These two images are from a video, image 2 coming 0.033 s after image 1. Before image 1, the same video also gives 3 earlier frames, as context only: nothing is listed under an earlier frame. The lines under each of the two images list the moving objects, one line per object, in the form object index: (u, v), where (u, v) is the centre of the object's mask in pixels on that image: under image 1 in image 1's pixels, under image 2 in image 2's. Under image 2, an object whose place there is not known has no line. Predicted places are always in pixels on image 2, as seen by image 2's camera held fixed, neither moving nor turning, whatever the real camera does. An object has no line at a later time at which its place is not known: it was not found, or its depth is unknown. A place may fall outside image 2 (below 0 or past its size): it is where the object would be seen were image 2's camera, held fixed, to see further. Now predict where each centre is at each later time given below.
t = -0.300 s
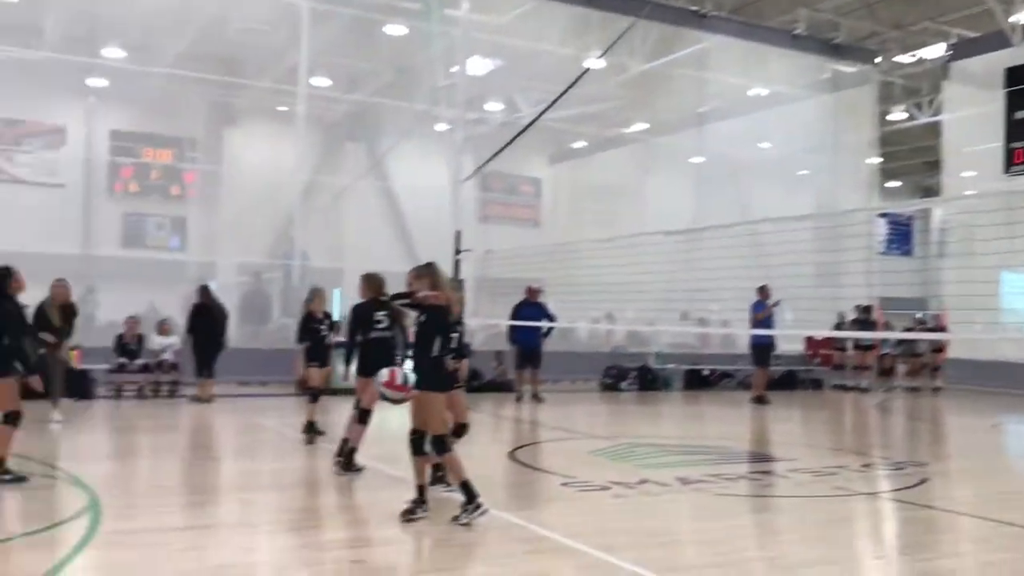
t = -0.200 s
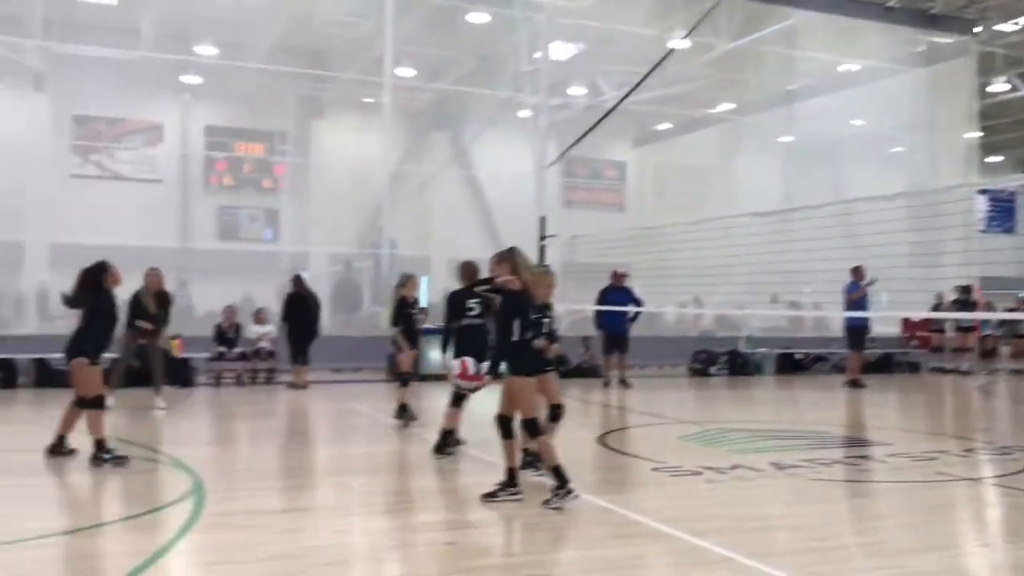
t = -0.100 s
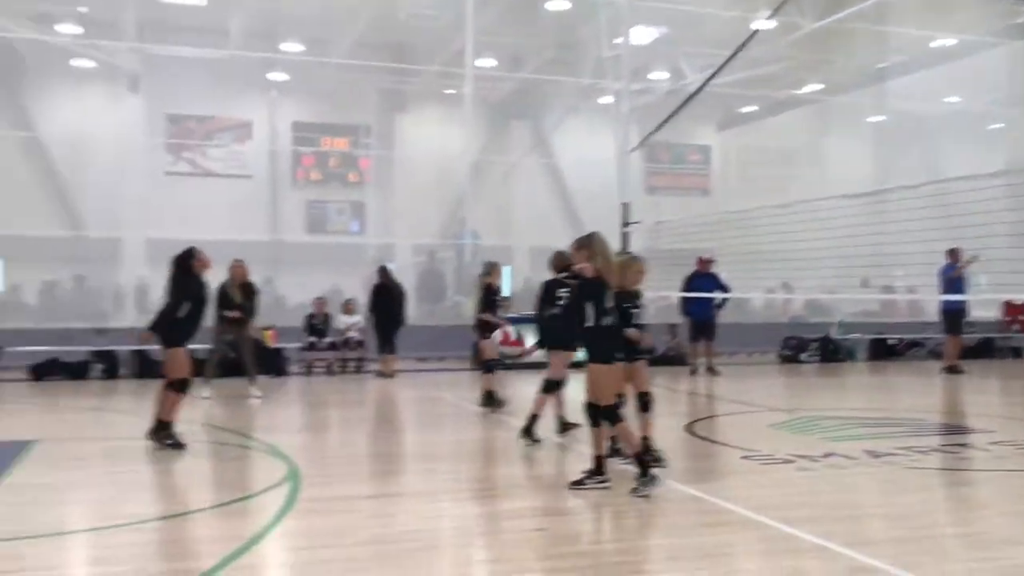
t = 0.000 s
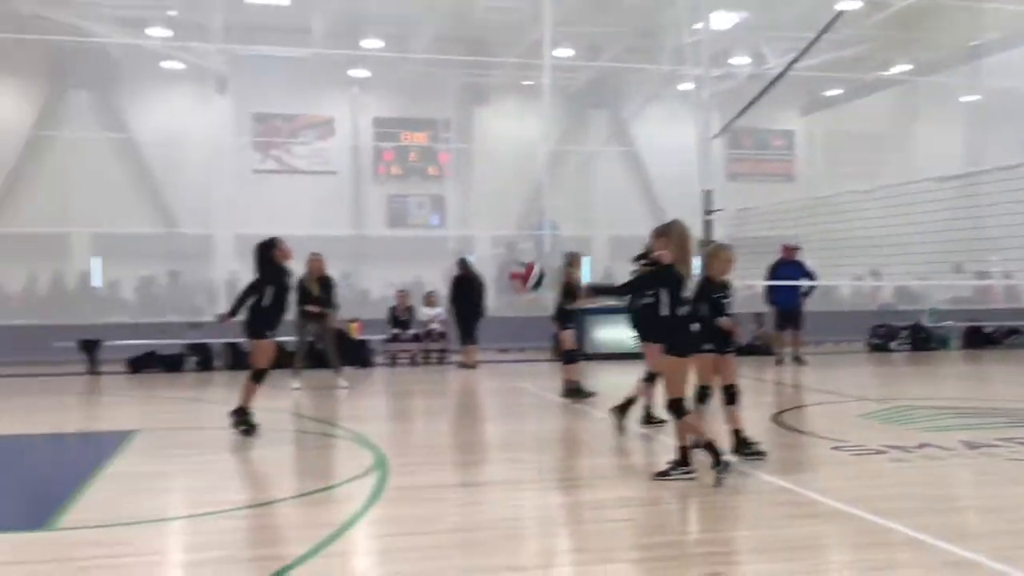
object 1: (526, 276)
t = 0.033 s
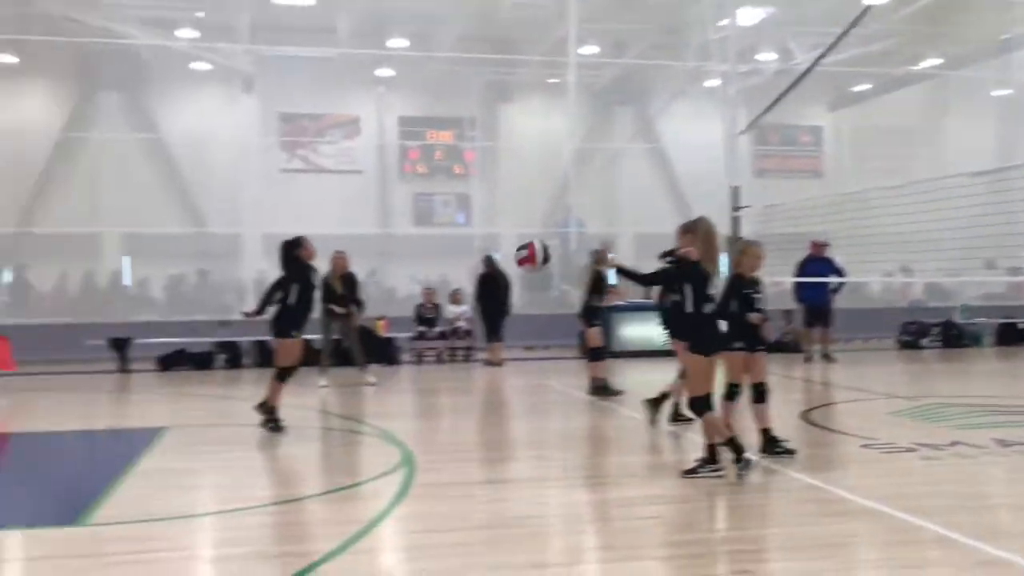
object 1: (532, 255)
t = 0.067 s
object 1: (512, 239)
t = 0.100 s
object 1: (492, 225)
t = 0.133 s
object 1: (474, 212)
